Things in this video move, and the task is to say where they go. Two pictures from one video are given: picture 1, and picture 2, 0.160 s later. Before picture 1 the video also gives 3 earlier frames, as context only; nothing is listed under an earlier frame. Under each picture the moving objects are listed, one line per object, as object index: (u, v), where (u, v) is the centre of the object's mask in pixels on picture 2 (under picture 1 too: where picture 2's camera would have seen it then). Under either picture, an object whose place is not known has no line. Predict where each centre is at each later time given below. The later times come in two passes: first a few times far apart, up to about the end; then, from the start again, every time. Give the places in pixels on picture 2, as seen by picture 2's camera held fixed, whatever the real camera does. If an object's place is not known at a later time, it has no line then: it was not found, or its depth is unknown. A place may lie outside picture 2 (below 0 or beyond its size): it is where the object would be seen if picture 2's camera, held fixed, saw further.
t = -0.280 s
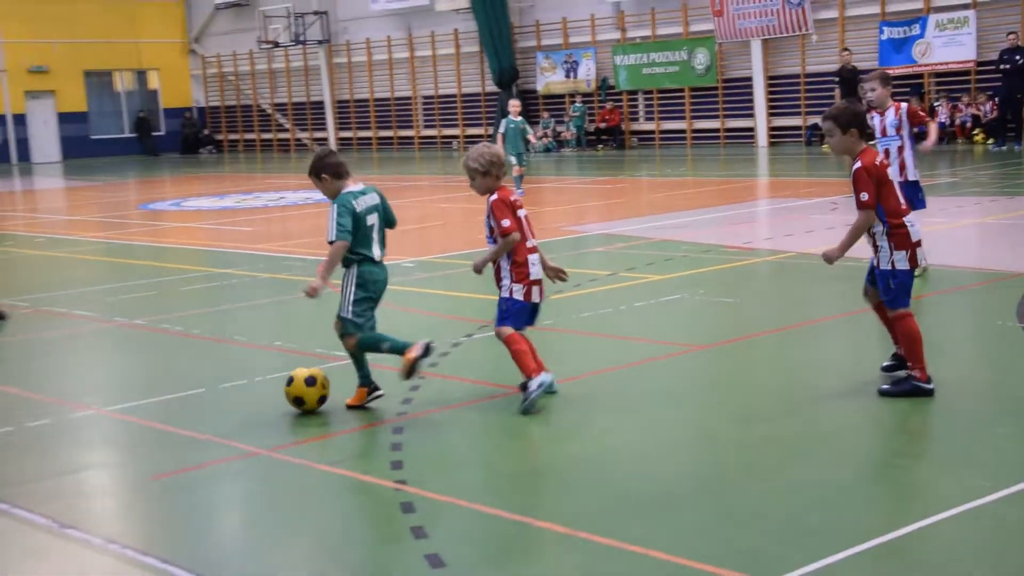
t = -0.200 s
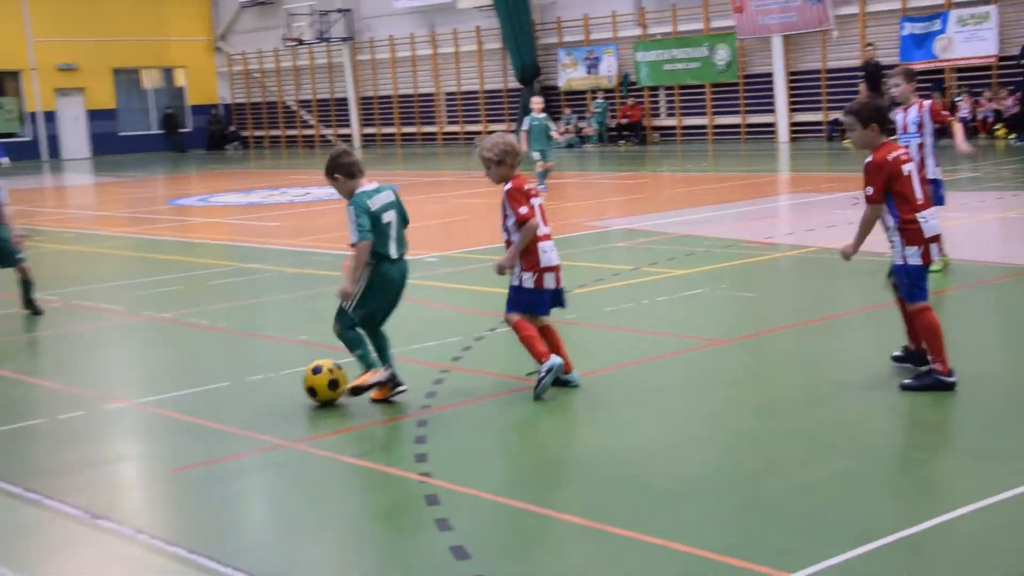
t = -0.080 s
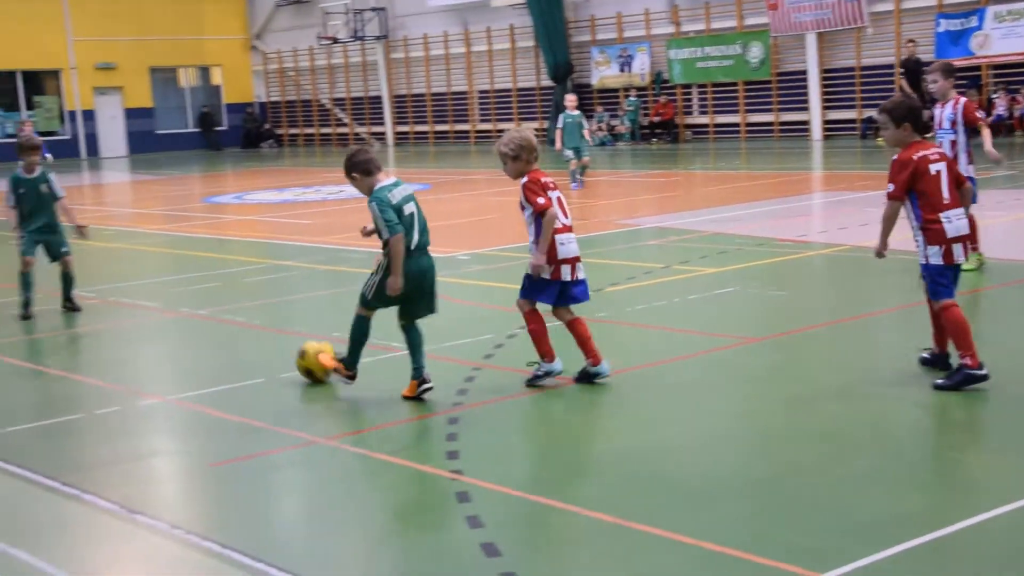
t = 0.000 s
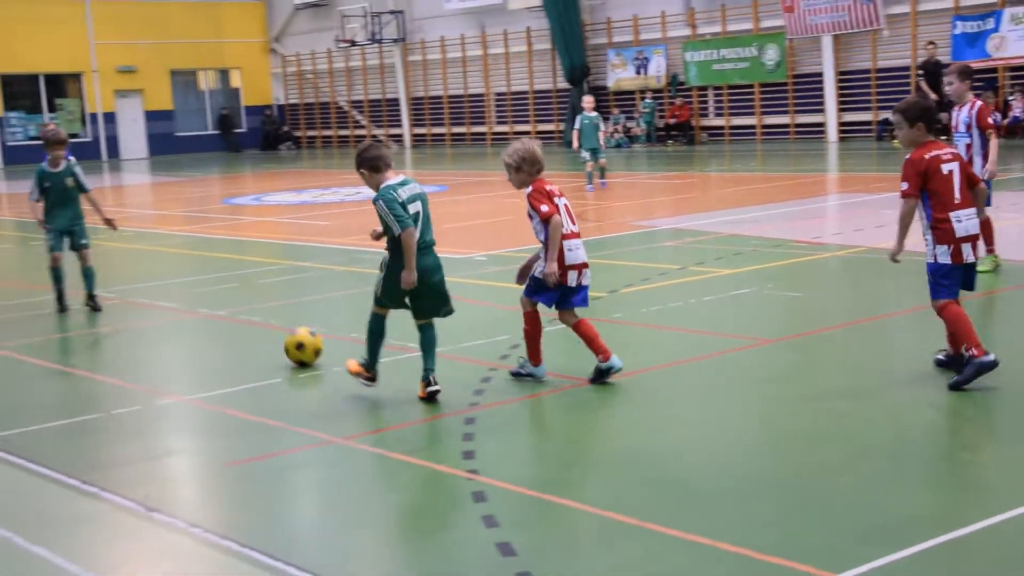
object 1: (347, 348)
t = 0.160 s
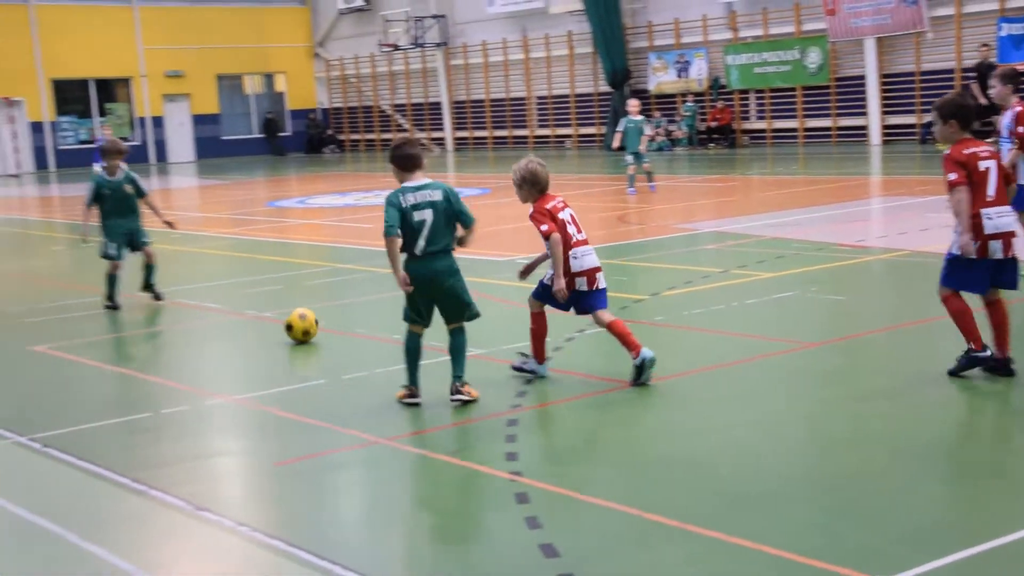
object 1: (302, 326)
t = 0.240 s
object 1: (284, 316)
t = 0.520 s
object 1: (241, 293)
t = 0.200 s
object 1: (291, 321)
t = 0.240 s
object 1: (284, 316)
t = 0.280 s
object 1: (277, 313)
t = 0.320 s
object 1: (270, 309)
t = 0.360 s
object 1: (263, 306)
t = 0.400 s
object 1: (257, 303)
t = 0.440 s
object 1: (251, 300)
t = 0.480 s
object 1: (246, 296)
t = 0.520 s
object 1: (241, 293)
